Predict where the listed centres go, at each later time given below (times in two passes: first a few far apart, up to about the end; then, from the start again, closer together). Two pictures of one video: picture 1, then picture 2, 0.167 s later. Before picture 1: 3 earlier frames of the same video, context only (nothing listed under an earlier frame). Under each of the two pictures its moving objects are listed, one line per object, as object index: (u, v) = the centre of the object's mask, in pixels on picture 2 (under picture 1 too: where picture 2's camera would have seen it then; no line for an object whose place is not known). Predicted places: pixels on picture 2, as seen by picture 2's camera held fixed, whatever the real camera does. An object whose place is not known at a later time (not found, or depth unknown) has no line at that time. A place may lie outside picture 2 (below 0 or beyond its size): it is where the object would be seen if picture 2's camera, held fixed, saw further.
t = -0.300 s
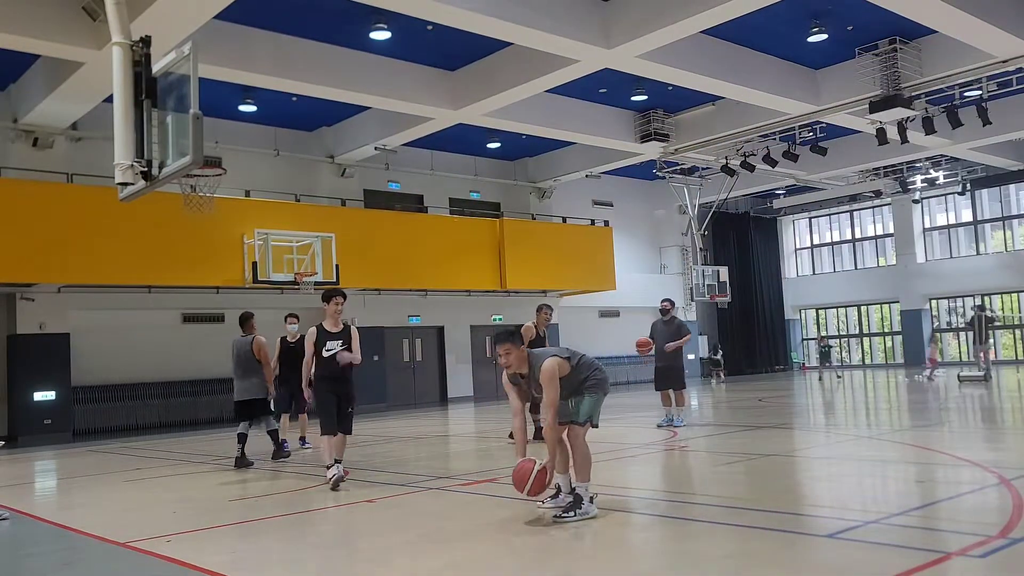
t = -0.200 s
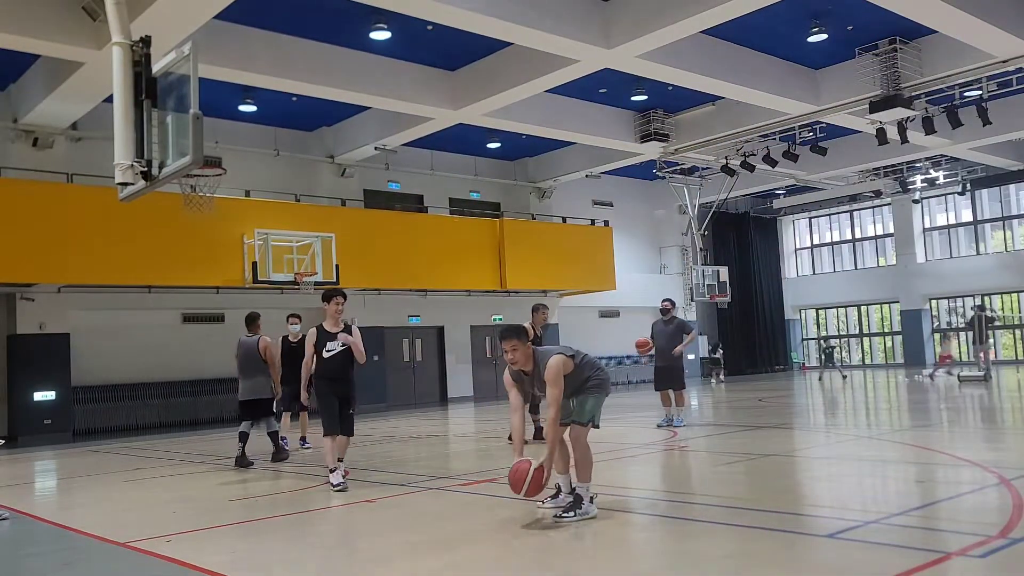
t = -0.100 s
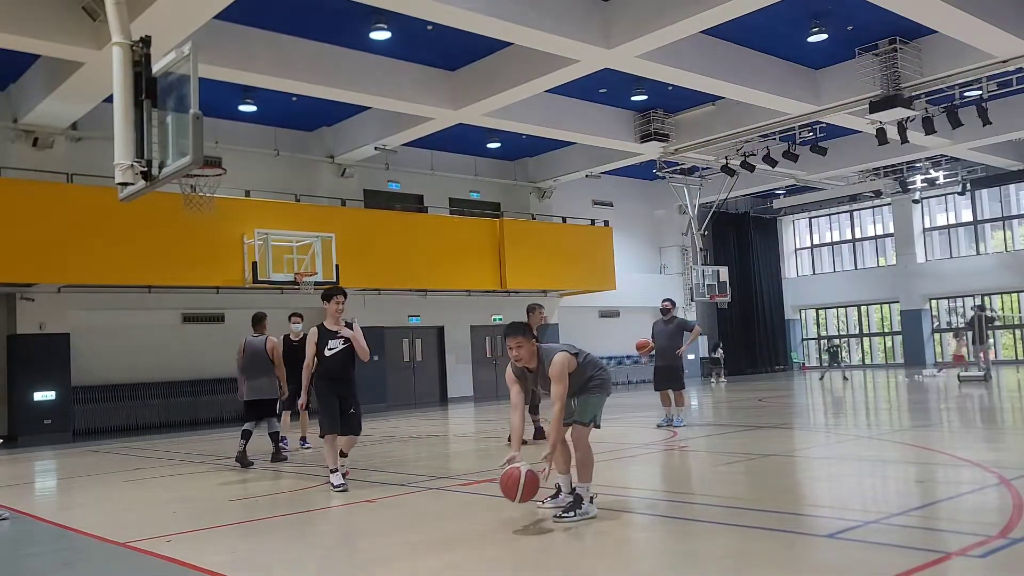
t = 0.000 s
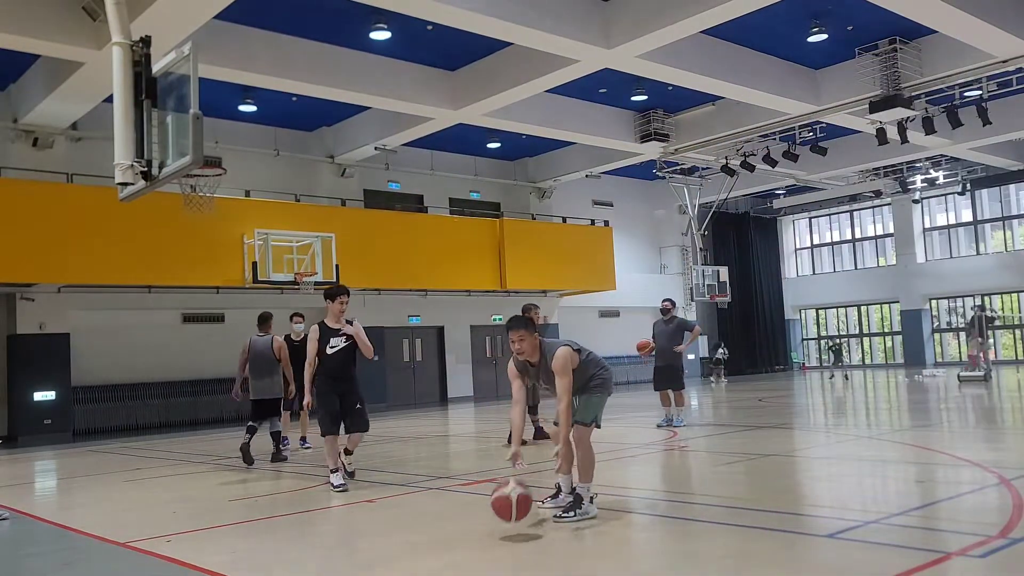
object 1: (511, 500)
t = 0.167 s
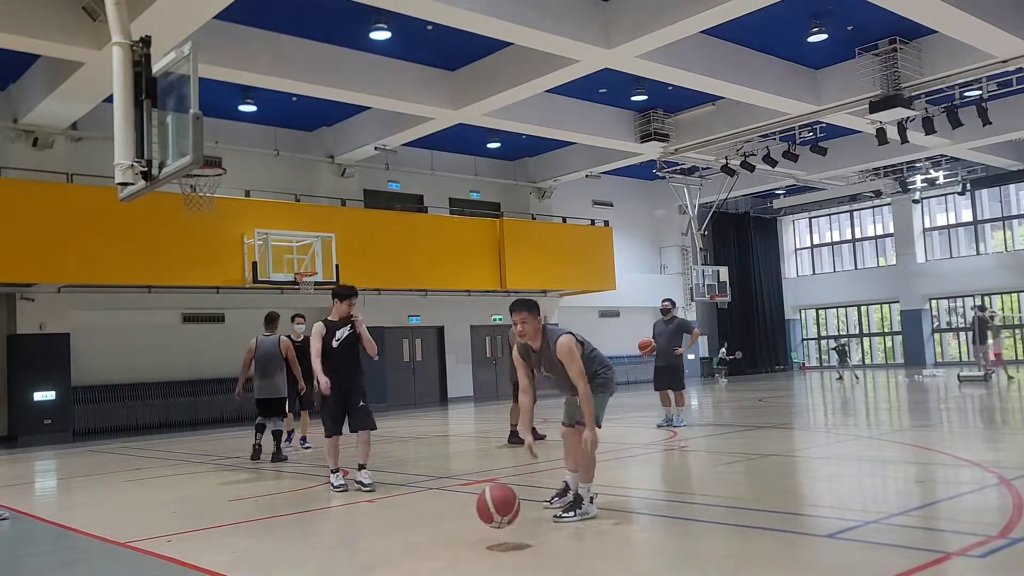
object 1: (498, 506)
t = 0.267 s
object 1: (490, 505)
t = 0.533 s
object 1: (469, 523)
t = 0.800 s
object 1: (447, 545)
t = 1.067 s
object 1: (422, 558)
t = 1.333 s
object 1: (392, 566)
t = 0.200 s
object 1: (495, 504)
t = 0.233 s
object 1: (493, 503)
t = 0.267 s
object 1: (490, 505)
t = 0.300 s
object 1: (488, 509)
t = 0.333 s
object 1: (486, 516)
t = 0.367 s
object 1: (483, 524)
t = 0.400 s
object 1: (481, 535)
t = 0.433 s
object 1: (479, 535)
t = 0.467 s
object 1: (476, 529)
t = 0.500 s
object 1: (472, 525)
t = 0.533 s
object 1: (469, 523)
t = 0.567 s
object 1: (466, 523)
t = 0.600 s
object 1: (463, 526)
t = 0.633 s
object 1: (461, 530)
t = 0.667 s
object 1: (458, 537)
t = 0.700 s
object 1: (455, 547)
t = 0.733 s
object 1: (452, 554)
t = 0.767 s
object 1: (449, 549)
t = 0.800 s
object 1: (447, 545)
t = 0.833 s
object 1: (444, 543)
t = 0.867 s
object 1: (441, 543)
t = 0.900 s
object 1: (438, 546)
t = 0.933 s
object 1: (435, 550)
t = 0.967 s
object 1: (432, 555)
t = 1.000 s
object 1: (429, 561)
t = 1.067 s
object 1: (422, 558)
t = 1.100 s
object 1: (418, 557)
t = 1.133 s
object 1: (414, 558)
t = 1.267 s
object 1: (401, 569)
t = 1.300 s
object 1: (396, 567)
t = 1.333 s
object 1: (392, 566)
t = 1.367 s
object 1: (387, 566)
